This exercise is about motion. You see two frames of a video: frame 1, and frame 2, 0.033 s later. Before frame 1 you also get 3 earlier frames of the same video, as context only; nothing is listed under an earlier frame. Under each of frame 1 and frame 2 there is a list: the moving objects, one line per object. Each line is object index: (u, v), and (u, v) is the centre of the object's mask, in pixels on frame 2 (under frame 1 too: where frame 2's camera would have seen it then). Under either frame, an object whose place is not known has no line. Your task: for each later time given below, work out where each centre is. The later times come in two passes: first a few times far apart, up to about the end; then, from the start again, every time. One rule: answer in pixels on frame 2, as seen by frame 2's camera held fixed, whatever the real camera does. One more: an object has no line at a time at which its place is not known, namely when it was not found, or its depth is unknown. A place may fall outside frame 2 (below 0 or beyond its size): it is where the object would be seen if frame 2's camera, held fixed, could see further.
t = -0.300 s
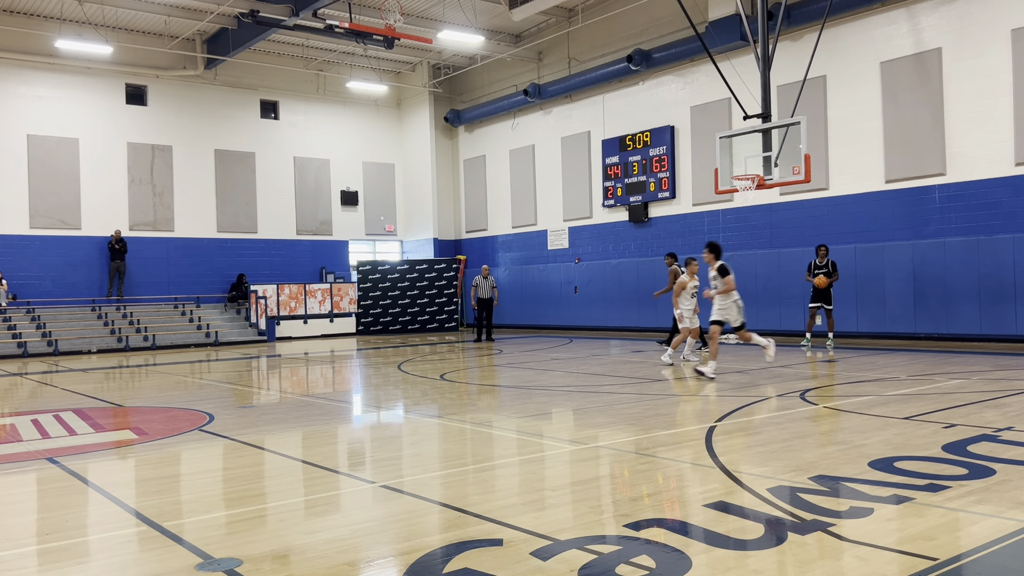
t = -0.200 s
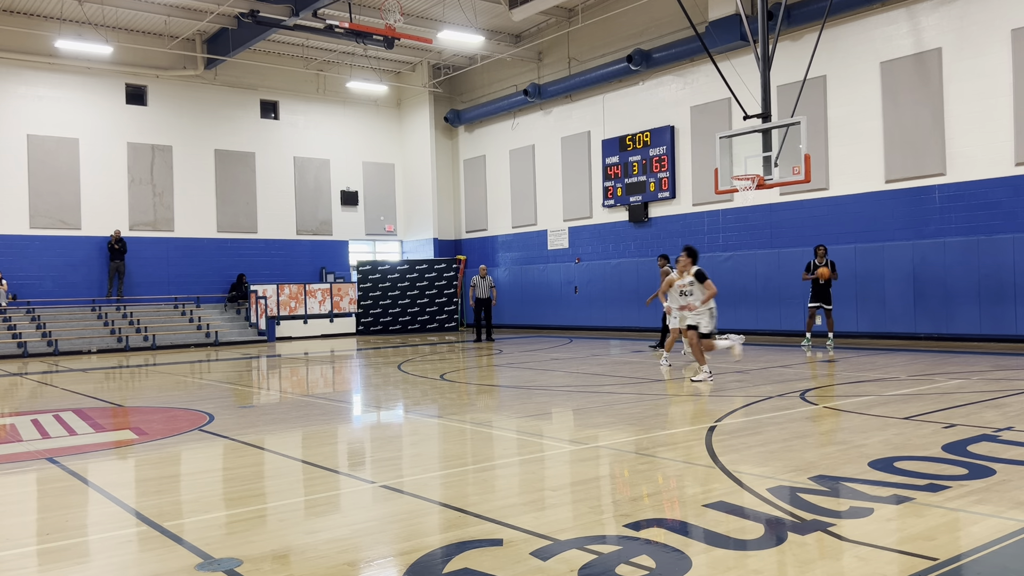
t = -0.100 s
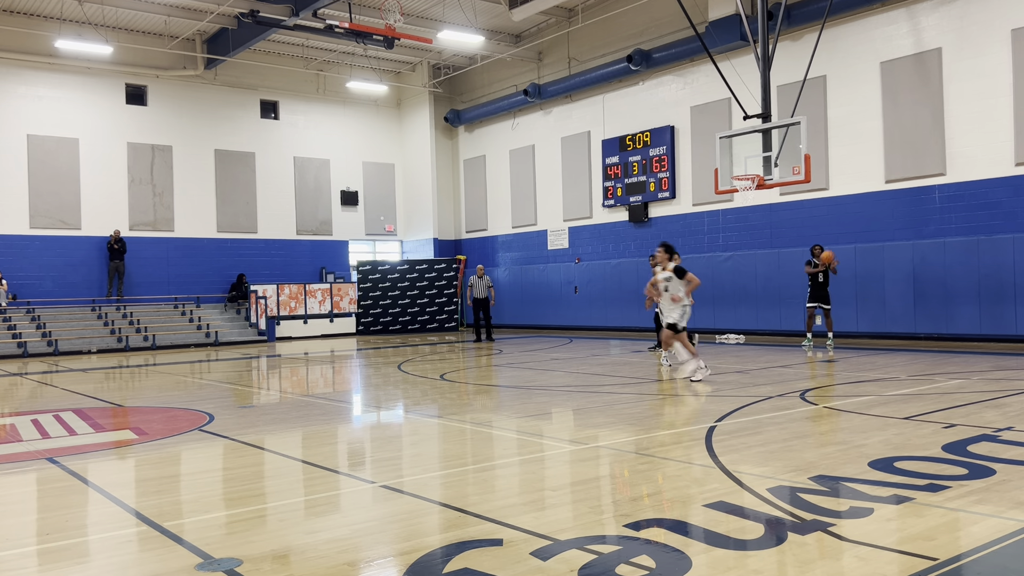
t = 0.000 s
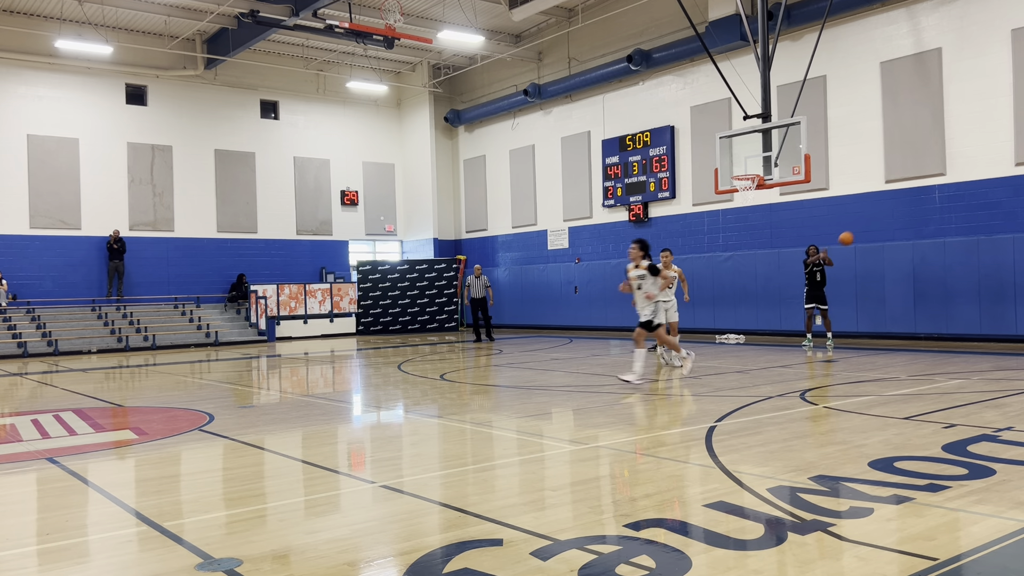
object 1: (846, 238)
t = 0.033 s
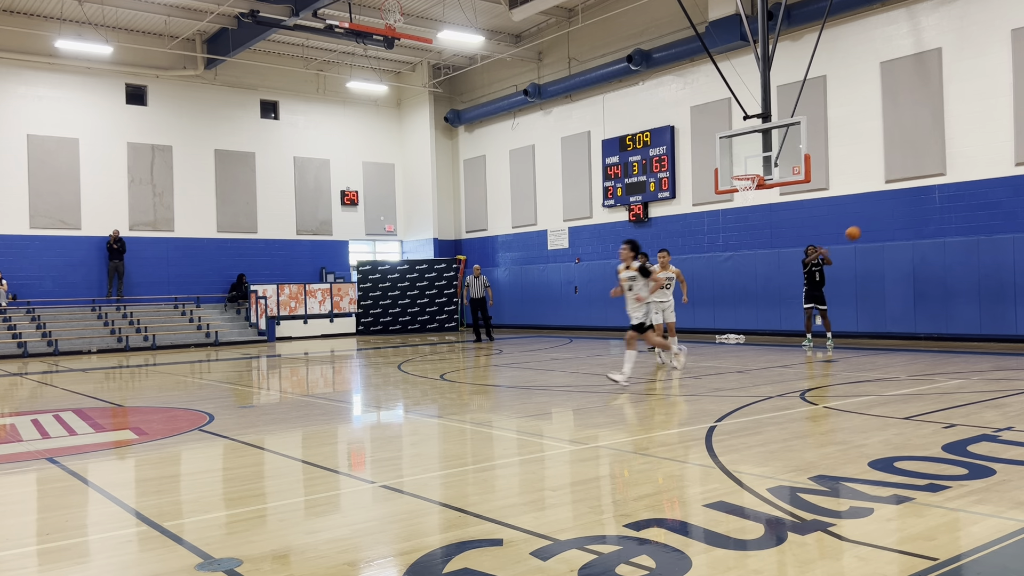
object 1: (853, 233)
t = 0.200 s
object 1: (890, 213)
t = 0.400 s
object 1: (945, 208)
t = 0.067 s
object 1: (860, 228)
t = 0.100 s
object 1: (867, 224)
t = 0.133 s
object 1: (875, 220)
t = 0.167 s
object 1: (883, 216)
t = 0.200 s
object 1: (890, 213)
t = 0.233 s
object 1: (898, 211)
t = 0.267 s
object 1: (907, 209)
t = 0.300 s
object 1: (916, 208)
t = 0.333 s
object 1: (925, 207)
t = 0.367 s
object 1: (935, 207)
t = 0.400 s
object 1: (945, 208)
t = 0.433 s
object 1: (956, 210)
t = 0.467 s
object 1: (967, 212)
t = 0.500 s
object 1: (978, 215)
